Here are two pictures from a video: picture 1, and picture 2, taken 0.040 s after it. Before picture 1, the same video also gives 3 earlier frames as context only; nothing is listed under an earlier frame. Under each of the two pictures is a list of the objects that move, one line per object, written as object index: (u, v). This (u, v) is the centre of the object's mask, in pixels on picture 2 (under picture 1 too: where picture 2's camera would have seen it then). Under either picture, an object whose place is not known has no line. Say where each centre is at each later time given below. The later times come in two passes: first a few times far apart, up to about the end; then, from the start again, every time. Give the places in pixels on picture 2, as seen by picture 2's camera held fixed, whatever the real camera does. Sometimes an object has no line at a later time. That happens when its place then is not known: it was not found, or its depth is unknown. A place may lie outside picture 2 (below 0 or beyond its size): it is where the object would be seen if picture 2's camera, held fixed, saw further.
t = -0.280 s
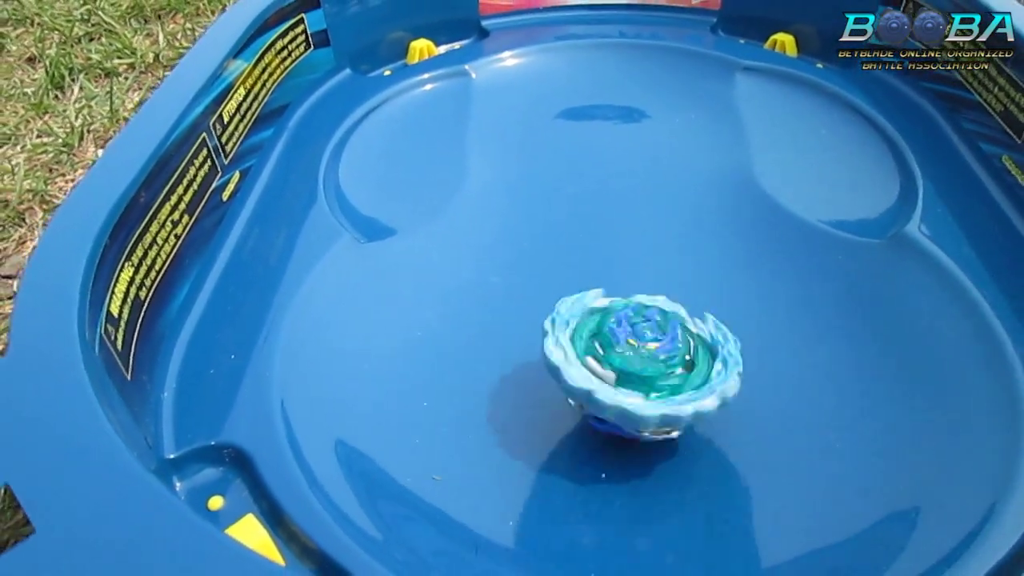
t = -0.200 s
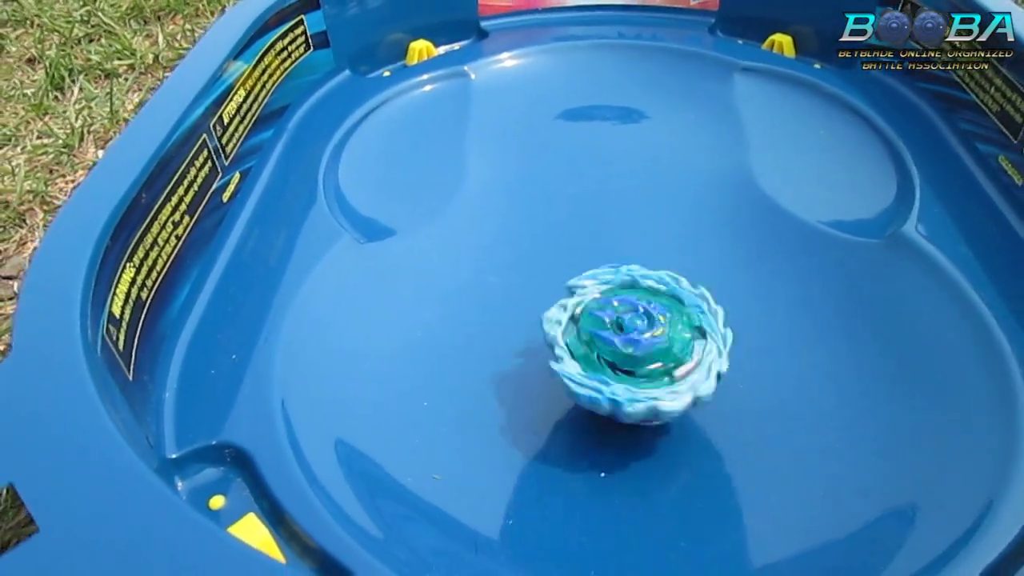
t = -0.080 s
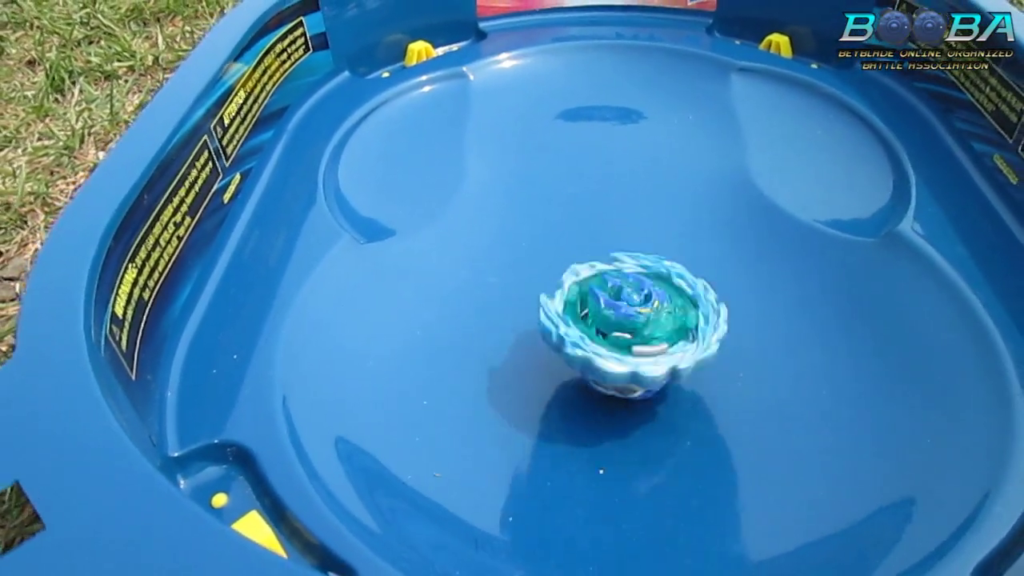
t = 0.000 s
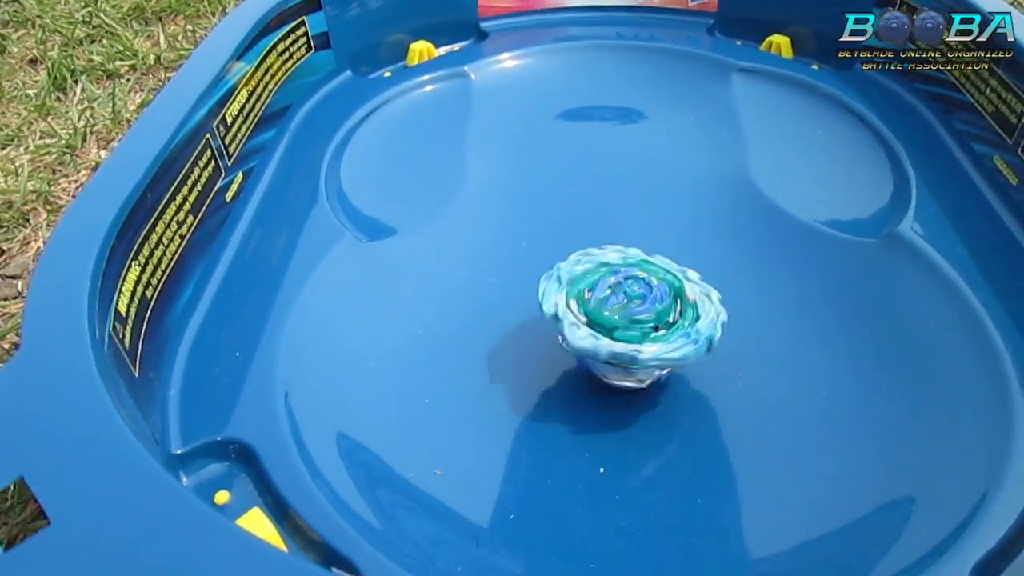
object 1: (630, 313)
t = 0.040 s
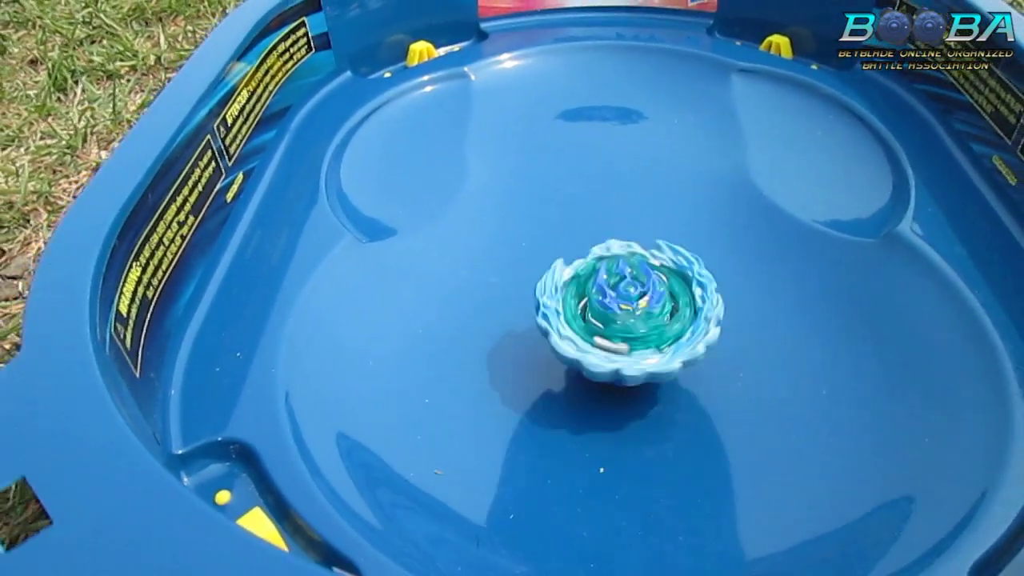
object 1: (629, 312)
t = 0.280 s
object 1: (620, 321)
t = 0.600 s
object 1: (632, 387)
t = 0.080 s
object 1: (629, 308)
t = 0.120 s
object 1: (627, 308)
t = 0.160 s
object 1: (627, 311)
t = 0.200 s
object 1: (625, 313)
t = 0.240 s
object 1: (625, 316)
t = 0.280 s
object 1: (620, 321)
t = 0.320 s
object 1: (622, 327)
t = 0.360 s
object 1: (619, 333)
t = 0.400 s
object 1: (616, 341)
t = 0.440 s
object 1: (613, 352)
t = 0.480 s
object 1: (615, 361)
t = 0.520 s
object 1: (618, 371)
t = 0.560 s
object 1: (621, 379)
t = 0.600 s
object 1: (632, 387)
